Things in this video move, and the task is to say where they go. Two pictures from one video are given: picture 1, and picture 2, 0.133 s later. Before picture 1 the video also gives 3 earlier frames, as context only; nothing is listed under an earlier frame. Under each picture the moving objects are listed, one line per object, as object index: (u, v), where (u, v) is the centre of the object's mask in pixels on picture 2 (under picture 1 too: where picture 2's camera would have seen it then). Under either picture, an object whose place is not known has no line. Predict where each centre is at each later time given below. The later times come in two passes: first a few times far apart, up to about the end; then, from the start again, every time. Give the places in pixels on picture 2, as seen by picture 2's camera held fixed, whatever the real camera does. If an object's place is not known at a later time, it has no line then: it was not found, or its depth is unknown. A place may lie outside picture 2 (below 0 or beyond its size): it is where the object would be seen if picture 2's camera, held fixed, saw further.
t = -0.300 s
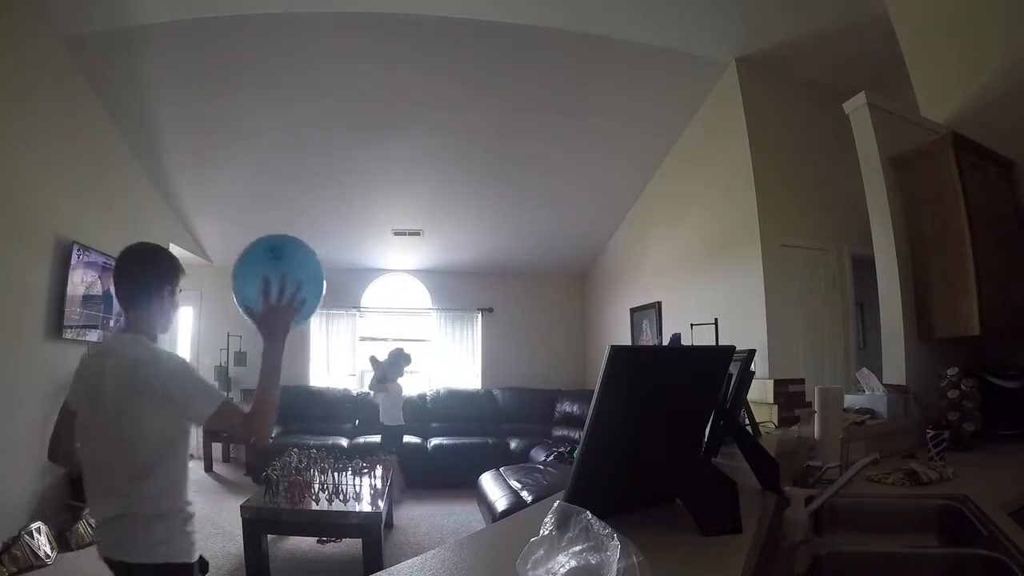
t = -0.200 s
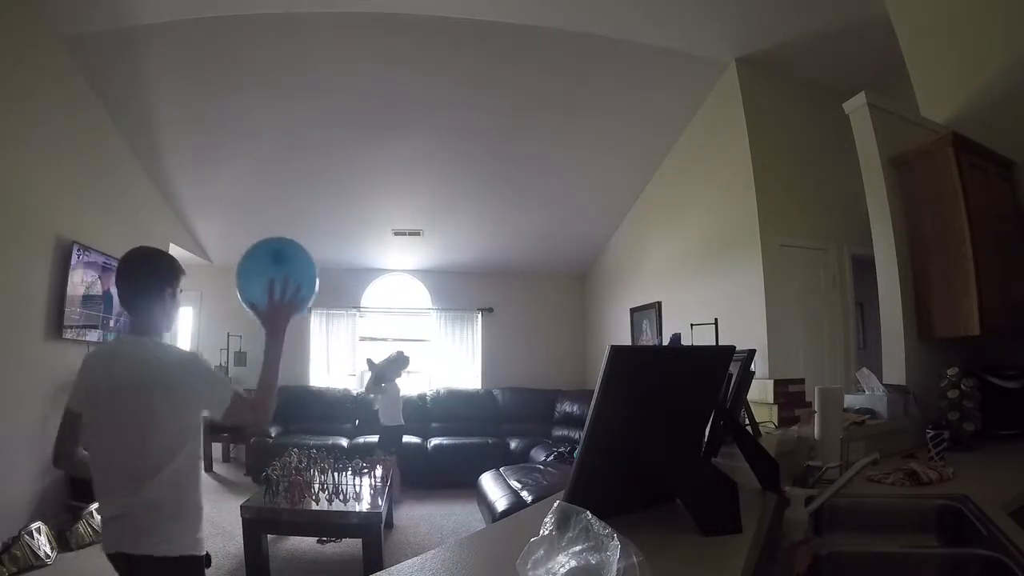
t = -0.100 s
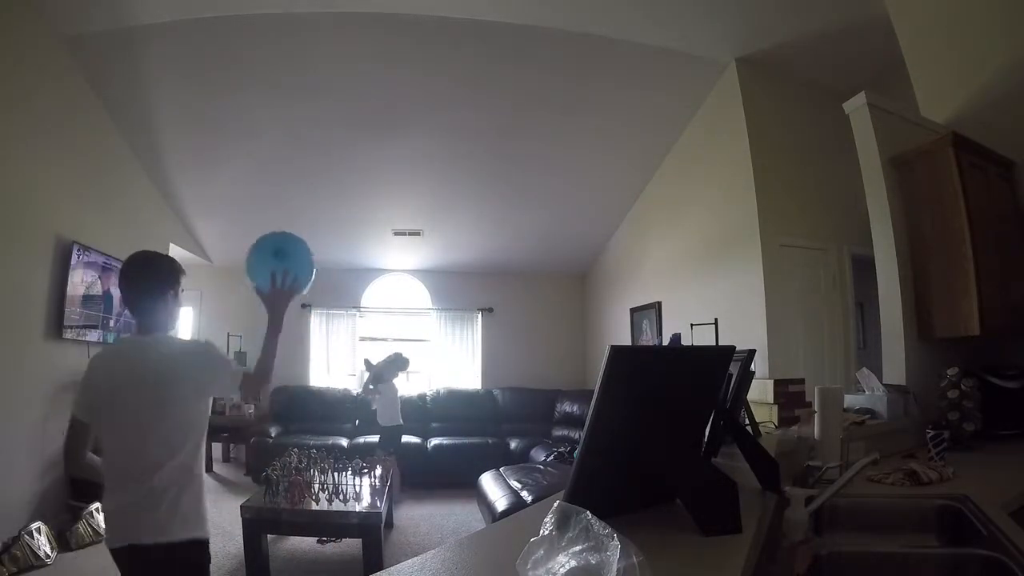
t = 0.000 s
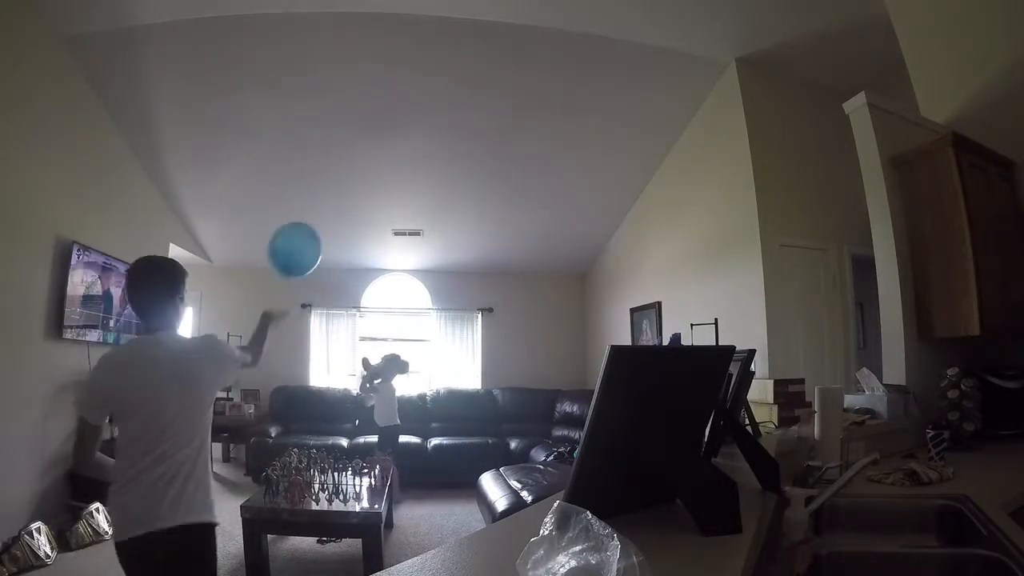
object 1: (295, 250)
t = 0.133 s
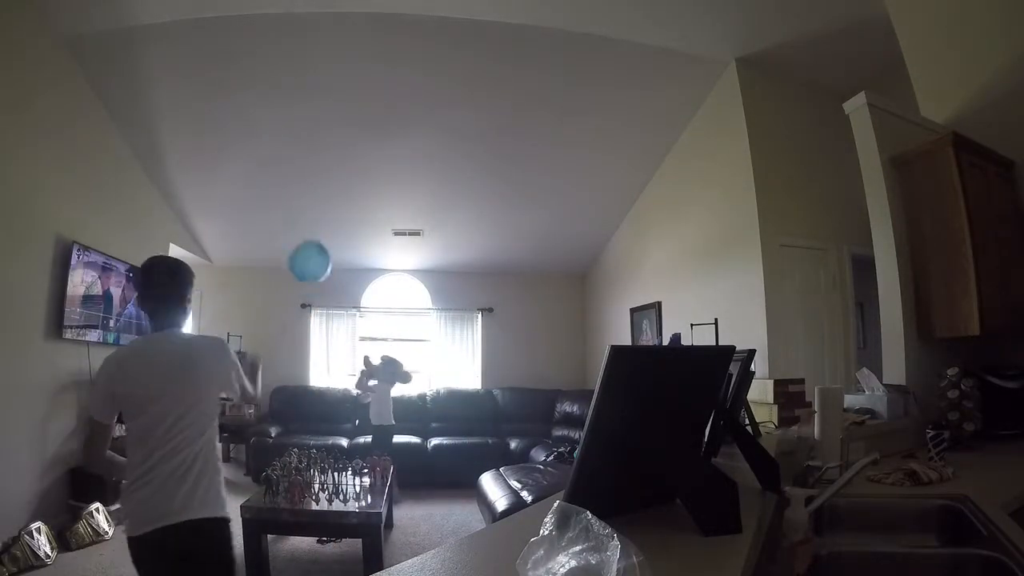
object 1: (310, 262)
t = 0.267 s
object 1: (314, 288)
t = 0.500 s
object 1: (322, 328)
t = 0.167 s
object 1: (311, 269)
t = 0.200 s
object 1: (313, 275)
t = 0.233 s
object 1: (314, 281)
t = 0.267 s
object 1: (314, 288)
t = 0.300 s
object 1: (316, 292)
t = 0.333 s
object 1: (318, 299)
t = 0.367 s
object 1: (318, 304)
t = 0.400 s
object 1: (319, 310)
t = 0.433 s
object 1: (321, 314)
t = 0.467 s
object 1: (321, 322)
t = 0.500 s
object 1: (322, 328)
